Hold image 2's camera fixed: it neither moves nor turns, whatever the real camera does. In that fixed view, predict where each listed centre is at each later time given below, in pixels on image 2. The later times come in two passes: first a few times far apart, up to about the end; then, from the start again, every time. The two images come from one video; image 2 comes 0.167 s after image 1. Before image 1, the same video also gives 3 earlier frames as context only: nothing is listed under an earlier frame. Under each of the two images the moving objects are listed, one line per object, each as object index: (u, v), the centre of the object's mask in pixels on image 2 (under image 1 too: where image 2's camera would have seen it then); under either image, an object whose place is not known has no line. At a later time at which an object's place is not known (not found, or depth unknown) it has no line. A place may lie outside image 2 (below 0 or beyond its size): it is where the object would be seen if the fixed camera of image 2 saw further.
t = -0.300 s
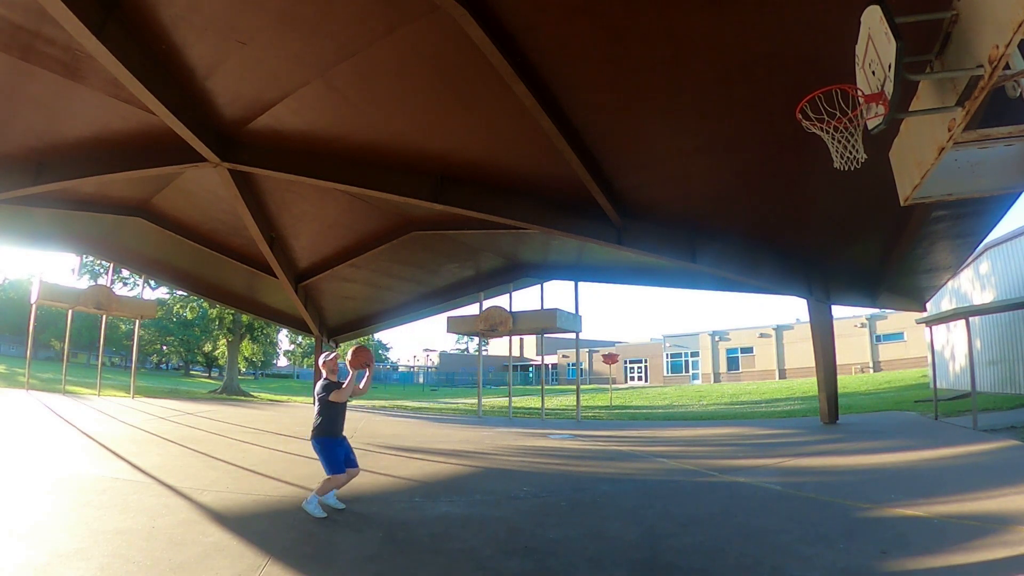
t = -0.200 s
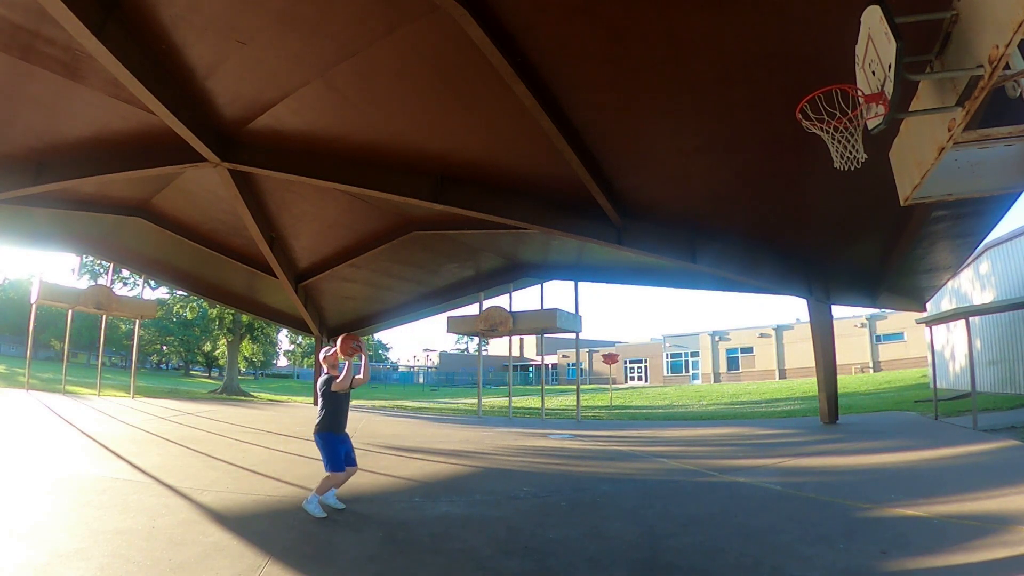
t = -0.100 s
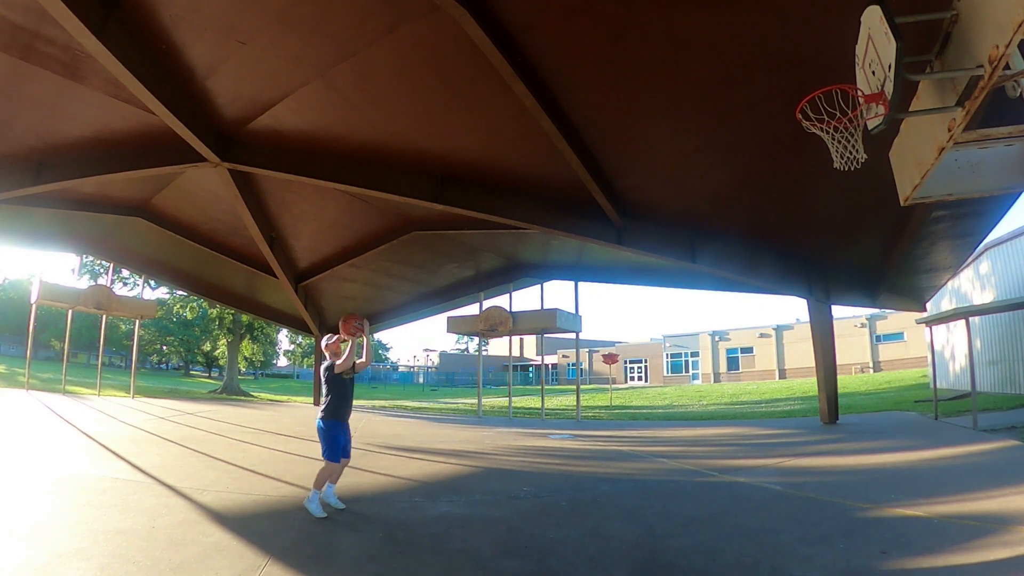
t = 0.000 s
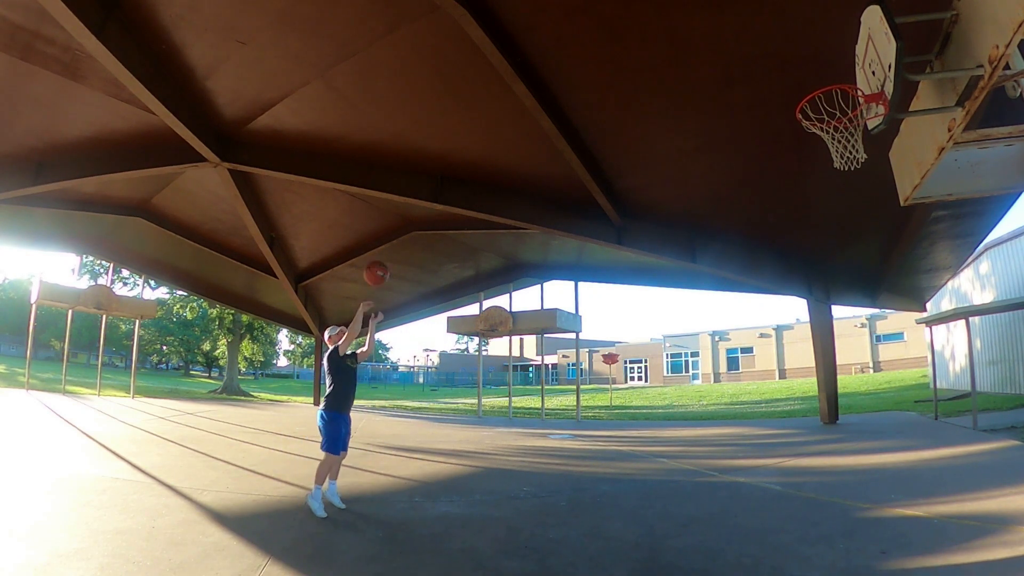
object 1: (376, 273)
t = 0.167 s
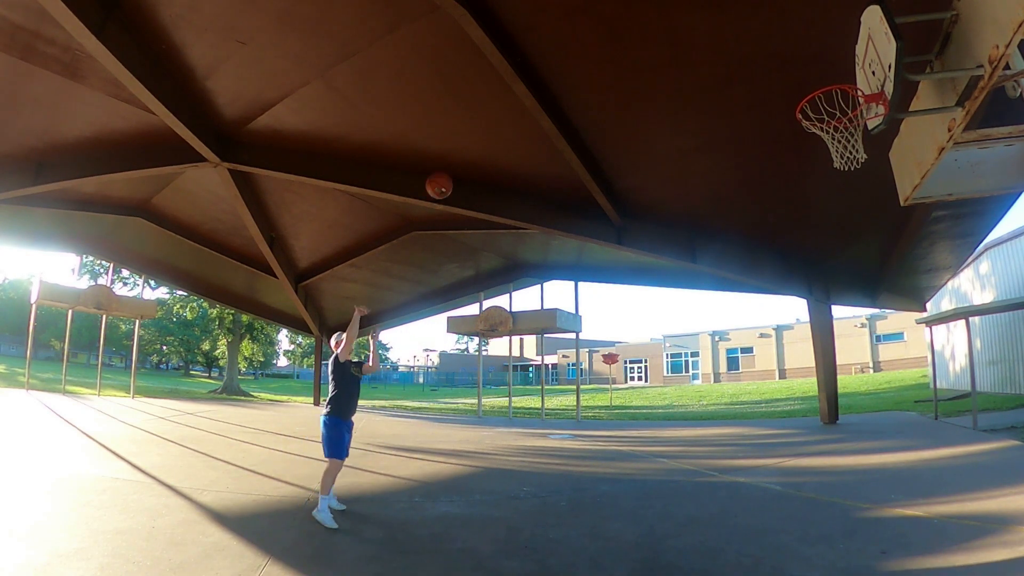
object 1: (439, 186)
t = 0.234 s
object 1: (466, 157)
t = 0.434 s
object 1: (552, 93)
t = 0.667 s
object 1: (667, 67)
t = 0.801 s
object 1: (746, 79)
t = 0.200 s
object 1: (452, 172)
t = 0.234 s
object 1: (466, 157)
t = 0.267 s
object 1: (480, 144)
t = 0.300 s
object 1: (493, 133)
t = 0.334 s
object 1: (508, 122)
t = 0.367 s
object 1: (522, 111)
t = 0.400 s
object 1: (537, 101)
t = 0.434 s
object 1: (552, 93)
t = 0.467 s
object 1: (568, 86)
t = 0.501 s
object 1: (583, 80)
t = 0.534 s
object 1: (599, 75)
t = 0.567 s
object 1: (615, 72)
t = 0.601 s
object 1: (632, 69)
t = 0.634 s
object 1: (650, 67)
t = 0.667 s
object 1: (667, 67)
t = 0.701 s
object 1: (686, 68)
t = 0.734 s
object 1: (705, 70)
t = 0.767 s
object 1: (725, 74)
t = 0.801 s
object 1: (746, 79)
